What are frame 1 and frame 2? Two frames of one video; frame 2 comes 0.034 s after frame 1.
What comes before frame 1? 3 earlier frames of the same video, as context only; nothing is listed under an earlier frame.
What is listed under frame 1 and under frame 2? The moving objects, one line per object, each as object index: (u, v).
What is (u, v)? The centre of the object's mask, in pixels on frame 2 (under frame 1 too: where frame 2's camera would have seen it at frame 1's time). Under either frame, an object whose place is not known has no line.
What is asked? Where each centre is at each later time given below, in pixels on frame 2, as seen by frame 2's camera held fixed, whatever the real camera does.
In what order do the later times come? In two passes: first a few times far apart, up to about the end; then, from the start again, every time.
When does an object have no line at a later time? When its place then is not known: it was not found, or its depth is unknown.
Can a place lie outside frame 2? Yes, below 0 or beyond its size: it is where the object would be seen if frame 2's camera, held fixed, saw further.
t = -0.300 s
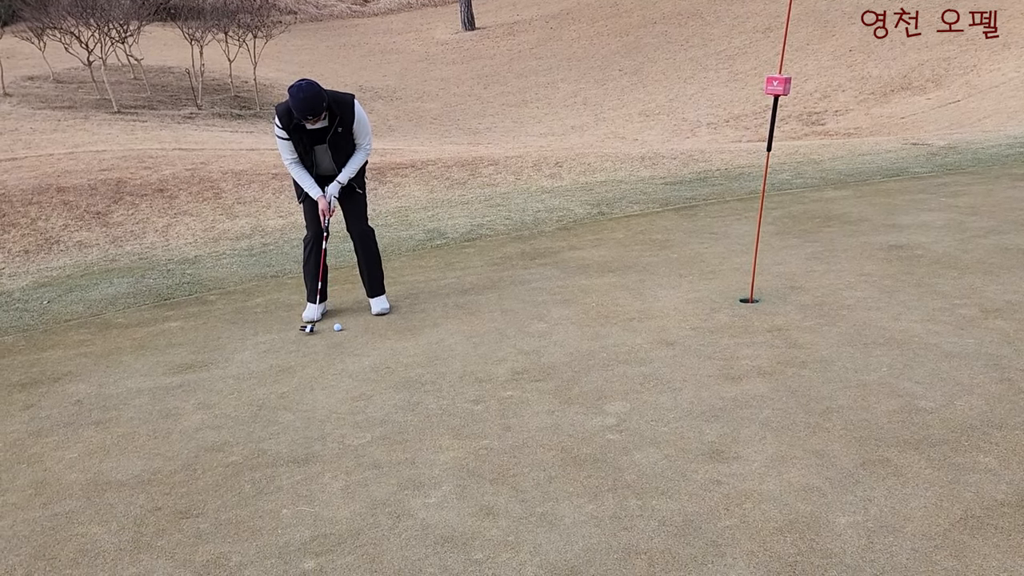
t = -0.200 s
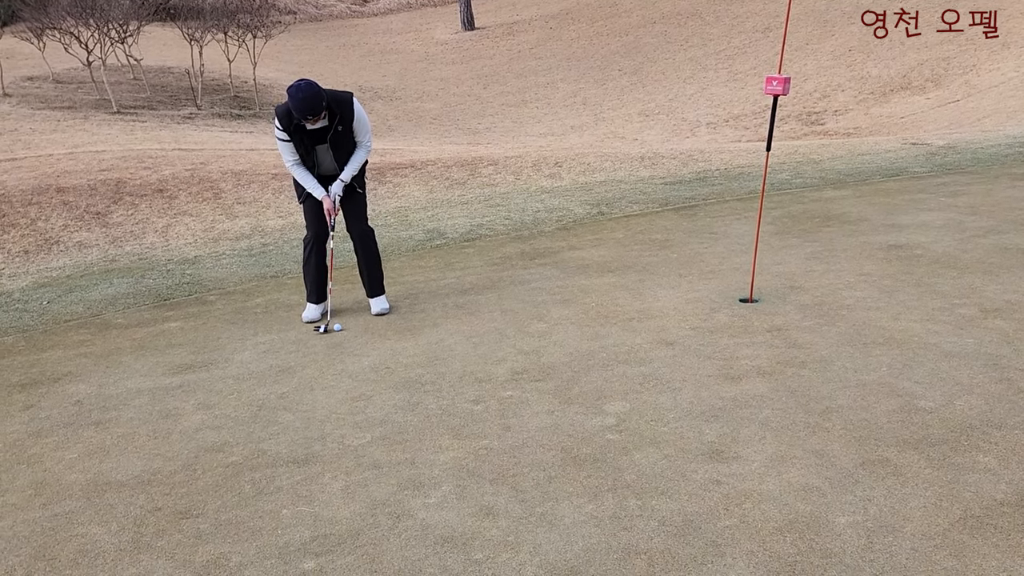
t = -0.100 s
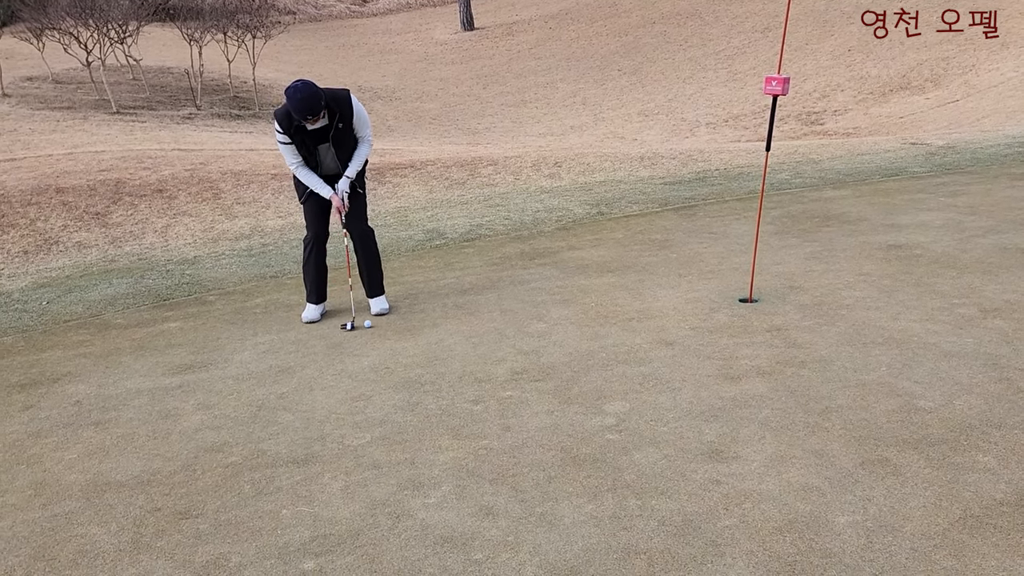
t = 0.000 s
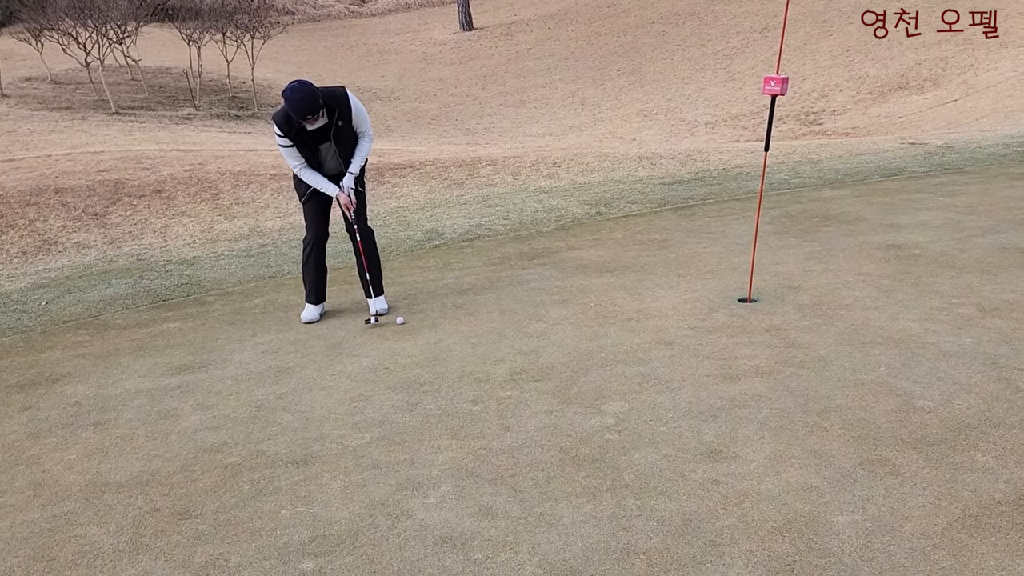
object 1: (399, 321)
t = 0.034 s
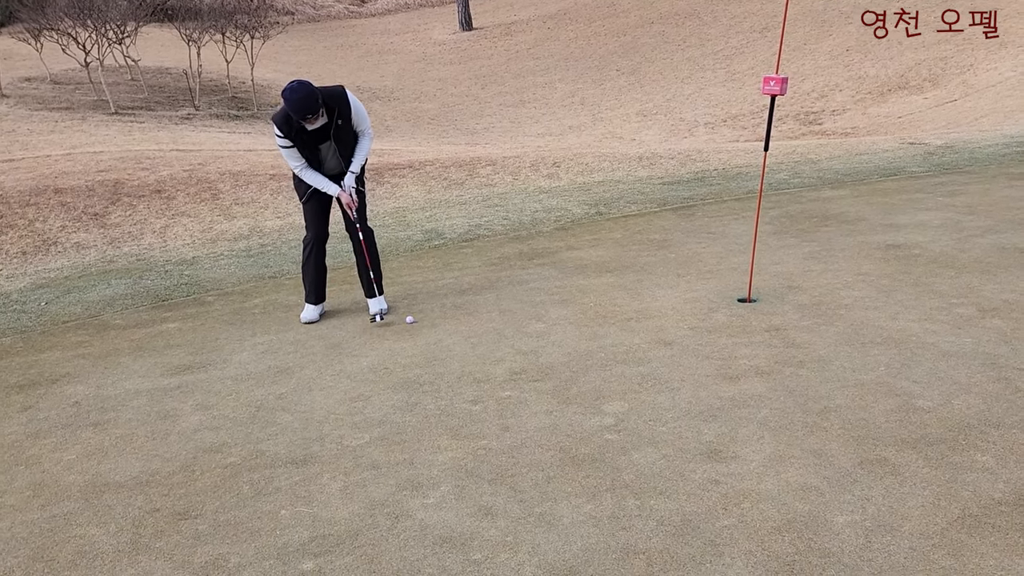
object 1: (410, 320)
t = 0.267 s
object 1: (477, 312)
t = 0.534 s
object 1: (548, 305)
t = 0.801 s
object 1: (613, 299)
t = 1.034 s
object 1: (666, 293)
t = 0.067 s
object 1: (419, 318)
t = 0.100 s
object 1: (429, 318)
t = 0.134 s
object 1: (439, 316)
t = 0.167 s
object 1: (449, 315)
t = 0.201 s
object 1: (458, 314)
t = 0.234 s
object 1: (467, 313)
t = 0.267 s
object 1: (477, 312)
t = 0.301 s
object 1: (486, 311)
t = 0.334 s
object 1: (495, 310)
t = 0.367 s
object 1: (504, 309)
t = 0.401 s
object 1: (513, 308)
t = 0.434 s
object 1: (522, 308)
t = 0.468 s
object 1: (530, 307)
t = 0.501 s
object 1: (539, 306)
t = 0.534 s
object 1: (548, 305)
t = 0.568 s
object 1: (556, 304)
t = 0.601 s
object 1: (565, 303)
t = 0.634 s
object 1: (573, 302)
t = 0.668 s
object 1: (581, 302)
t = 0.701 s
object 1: (589, 301)
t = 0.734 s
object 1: (597, 300)
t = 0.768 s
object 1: (605, 299)
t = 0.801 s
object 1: (613, 299)
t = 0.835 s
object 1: (621, 298)
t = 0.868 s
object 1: (628, 297)
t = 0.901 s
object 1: (636, 296)
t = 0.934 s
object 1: (644, 295)
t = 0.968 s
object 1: (651, 295)
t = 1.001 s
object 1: (659, 294)
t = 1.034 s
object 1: (666, 293)
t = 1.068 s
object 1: (672, 293)
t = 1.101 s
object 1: (680, 292)
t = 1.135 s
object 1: (687, 291)
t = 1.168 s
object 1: (694, 291)
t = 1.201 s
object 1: (701, 290)
